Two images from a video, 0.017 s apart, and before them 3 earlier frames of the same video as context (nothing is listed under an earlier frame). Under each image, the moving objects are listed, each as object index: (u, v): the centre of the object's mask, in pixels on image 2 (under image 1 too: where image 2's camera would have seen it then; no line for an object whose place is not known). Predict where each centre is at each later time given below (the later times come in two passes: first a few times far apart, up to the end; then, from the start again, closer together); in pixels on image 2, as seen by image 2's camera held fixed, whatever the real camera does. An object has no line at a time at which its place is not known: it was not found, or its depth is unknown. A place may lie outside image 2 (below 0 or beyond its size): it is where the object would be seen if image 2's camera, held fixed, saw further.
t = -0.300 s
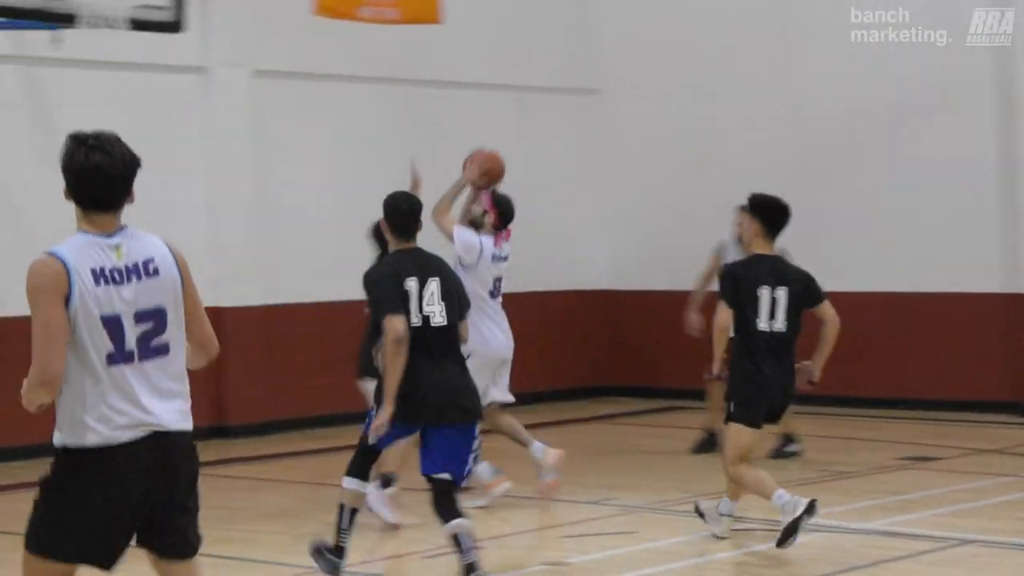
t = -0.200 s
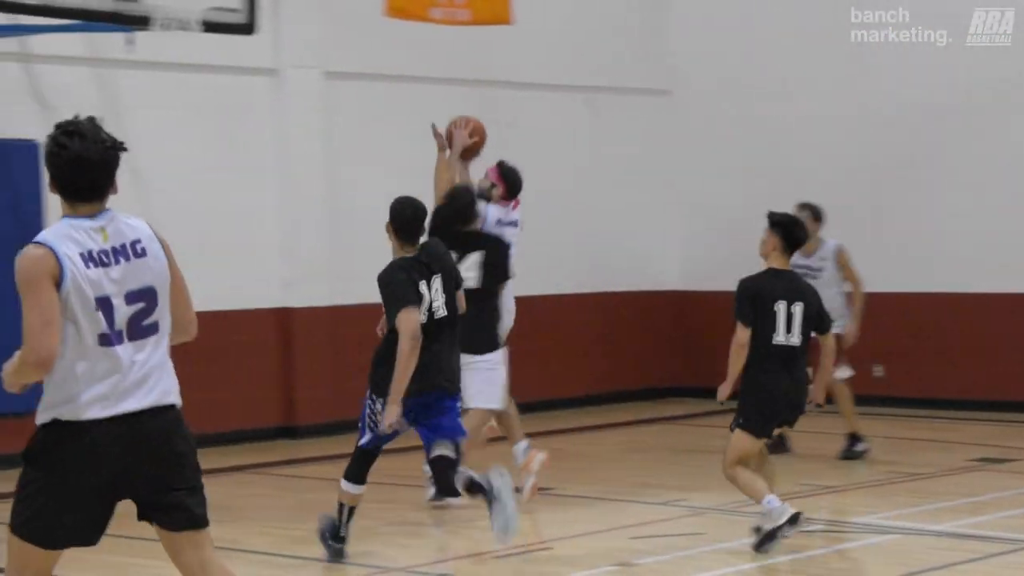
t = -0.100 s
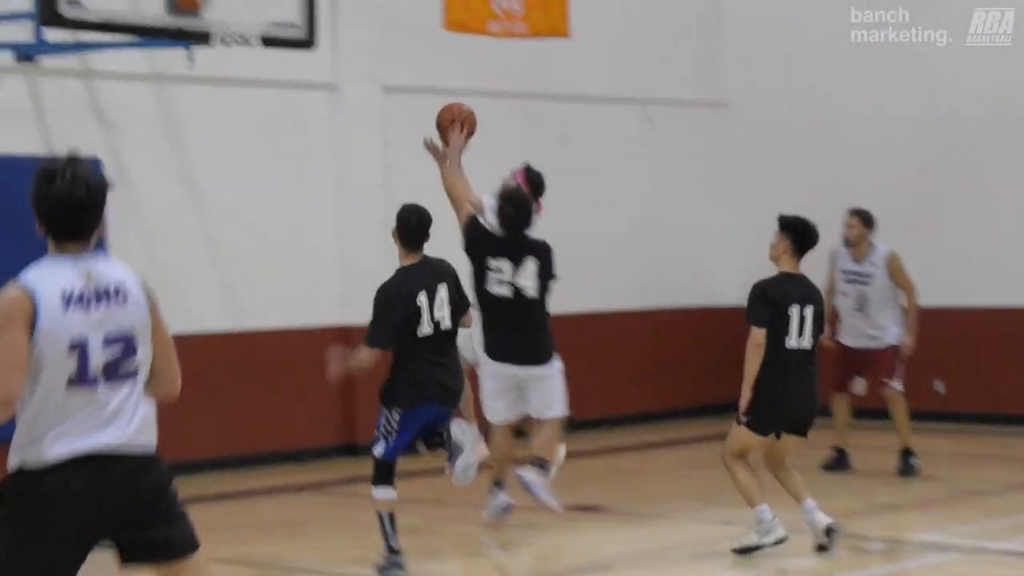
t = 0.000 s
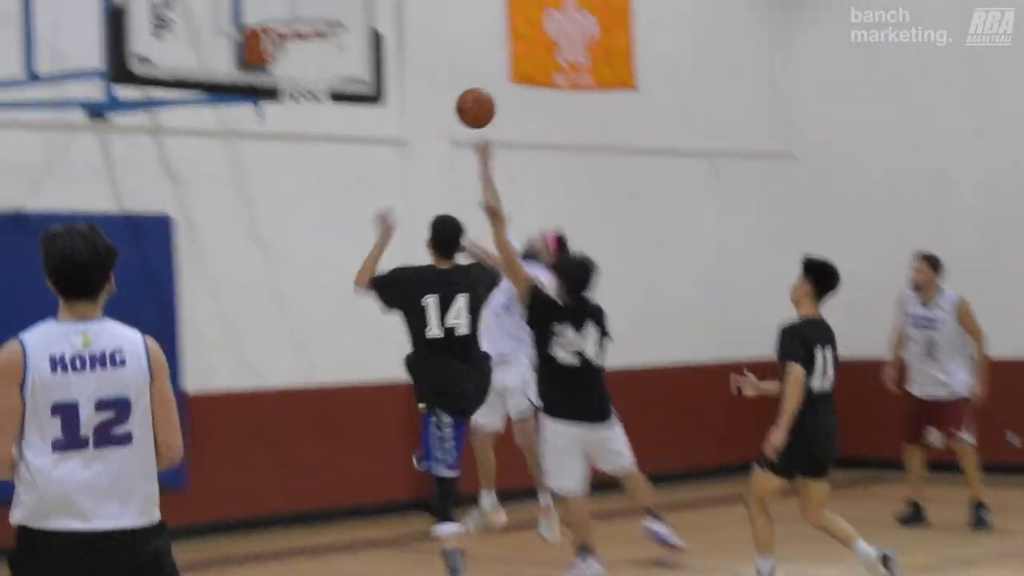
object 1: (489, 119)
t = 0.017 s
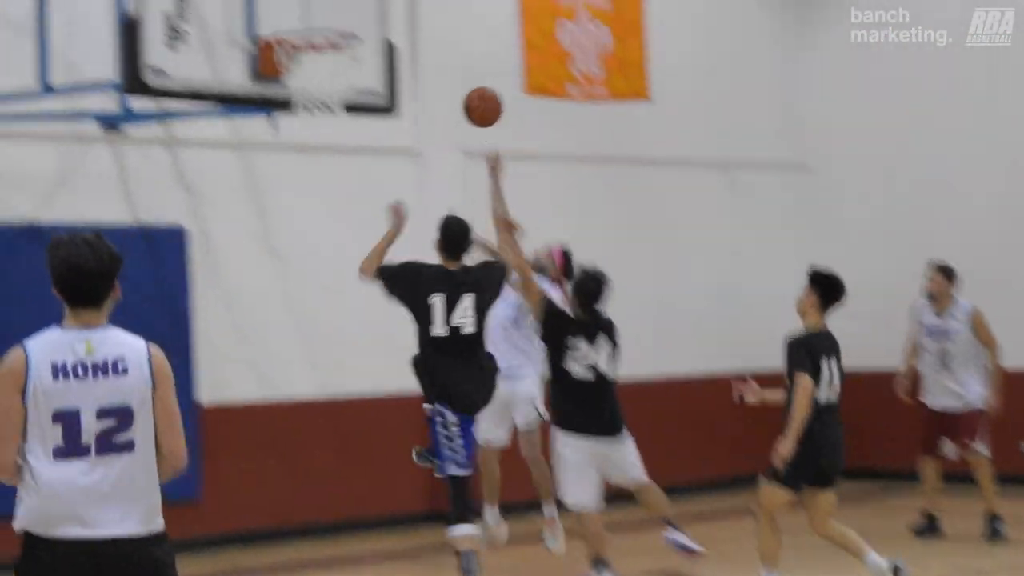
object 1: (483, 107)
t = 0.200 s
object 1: (413, 2)
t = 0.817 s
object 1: (330, 49)
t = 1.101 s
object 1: (322, 176)
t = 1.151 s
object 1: (321, 209)
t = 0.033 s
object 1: (476, 95)
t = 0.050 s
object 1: (470, 84)
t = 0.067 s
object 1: (463, 73)
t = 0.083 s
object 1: (457, 62)
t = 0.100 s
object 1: (450, 52)
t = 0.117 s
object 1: (444, 43)
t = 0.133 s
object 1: (438, 34)
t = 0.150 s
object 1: (431, 25)
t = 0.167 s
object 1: (425, 17)
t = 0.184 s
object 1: (419, 9)
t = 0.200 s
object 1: (413, 2)
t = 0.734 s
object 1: (332, 5)
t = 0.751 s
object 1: (331, 13)
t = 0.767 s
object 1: (331, 20)
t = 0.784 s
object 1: (331, 23)
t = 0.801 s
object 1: (330, 38)
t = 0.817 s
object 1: (330, 49)
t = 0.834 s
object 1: (331, 59)
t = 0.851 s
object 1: (330, 68)
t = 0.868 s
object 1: (330, 77)
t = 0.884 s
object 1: (329, 84)
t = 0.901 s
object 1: (329, 90)
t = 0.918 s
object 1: (328, 94)
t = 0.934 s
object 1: (328, 98)
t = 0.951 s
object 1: (327, 104)
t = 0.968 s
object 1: (327, 110)
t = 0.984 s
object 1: (326, 116)
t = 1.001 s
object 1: (326, 123)
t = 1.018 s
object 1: (325, 130)
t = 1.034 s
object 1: (324, 139)
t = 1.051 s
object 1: (324, 147)
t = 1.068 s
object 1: (323, 156)
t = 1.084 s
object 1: (323, 166)
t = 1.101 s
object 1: (322, 176)
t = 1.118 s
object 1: (322, 187)
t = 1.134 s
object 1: (322, 197)
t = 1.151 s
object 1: (321, 209)
